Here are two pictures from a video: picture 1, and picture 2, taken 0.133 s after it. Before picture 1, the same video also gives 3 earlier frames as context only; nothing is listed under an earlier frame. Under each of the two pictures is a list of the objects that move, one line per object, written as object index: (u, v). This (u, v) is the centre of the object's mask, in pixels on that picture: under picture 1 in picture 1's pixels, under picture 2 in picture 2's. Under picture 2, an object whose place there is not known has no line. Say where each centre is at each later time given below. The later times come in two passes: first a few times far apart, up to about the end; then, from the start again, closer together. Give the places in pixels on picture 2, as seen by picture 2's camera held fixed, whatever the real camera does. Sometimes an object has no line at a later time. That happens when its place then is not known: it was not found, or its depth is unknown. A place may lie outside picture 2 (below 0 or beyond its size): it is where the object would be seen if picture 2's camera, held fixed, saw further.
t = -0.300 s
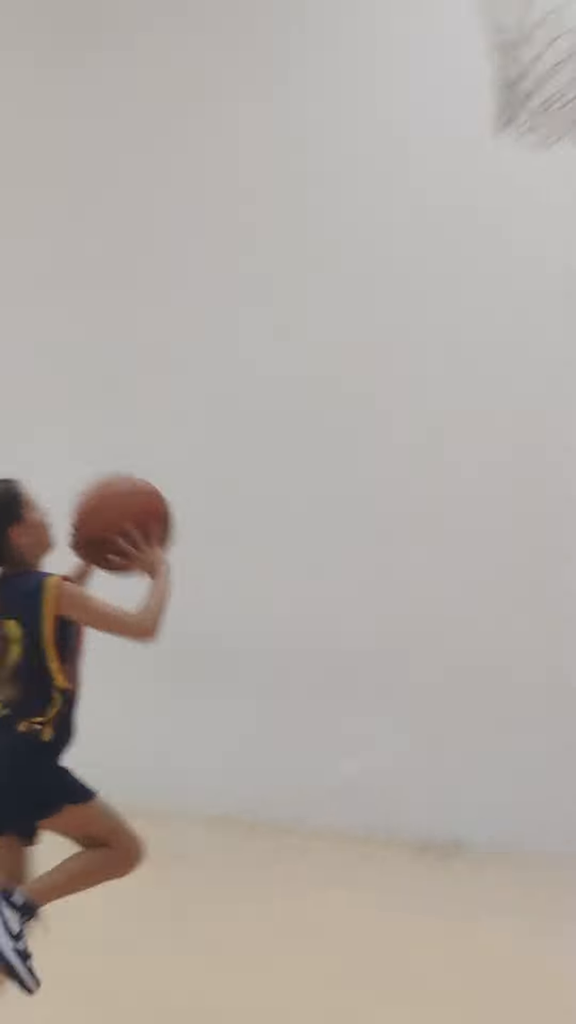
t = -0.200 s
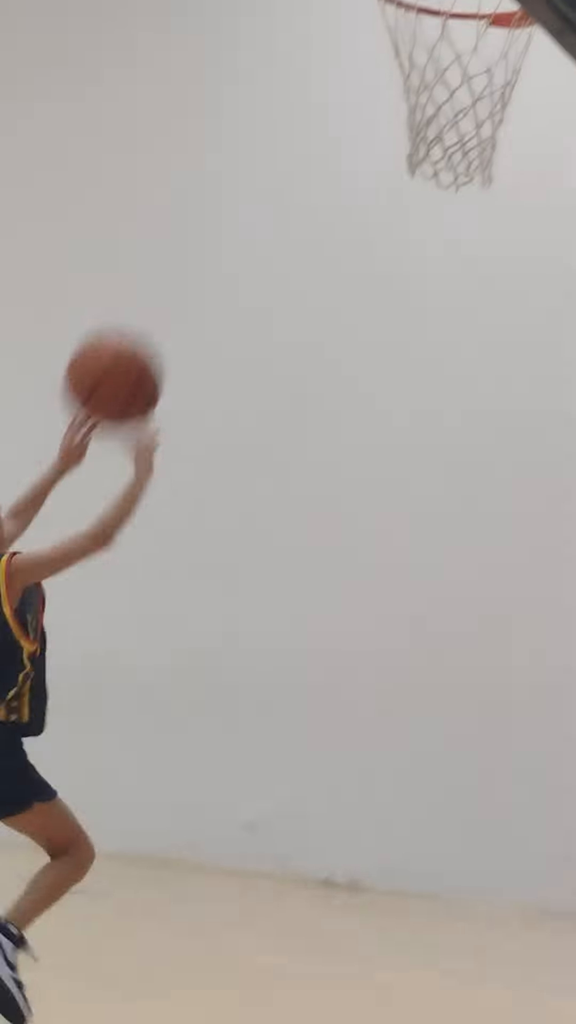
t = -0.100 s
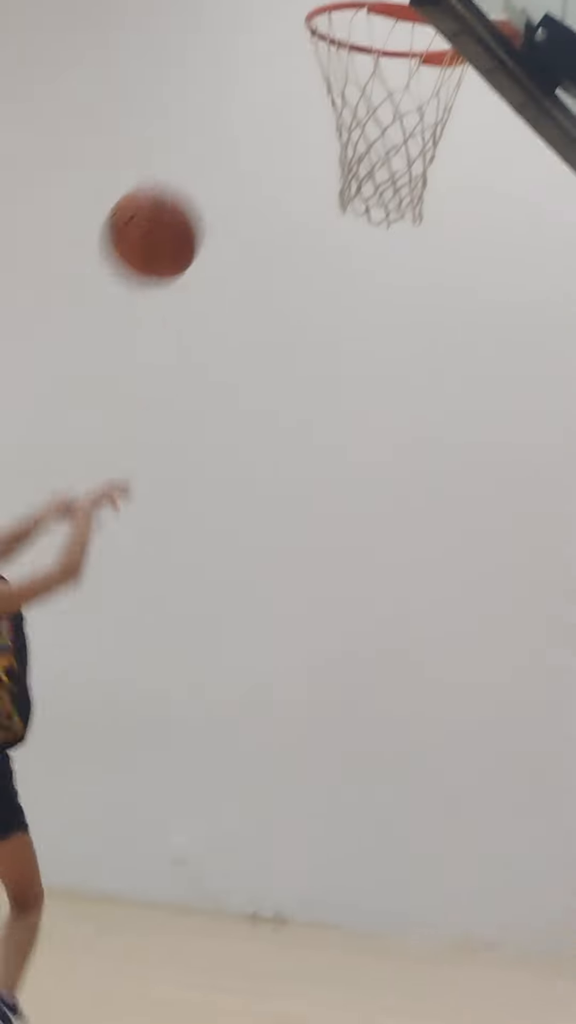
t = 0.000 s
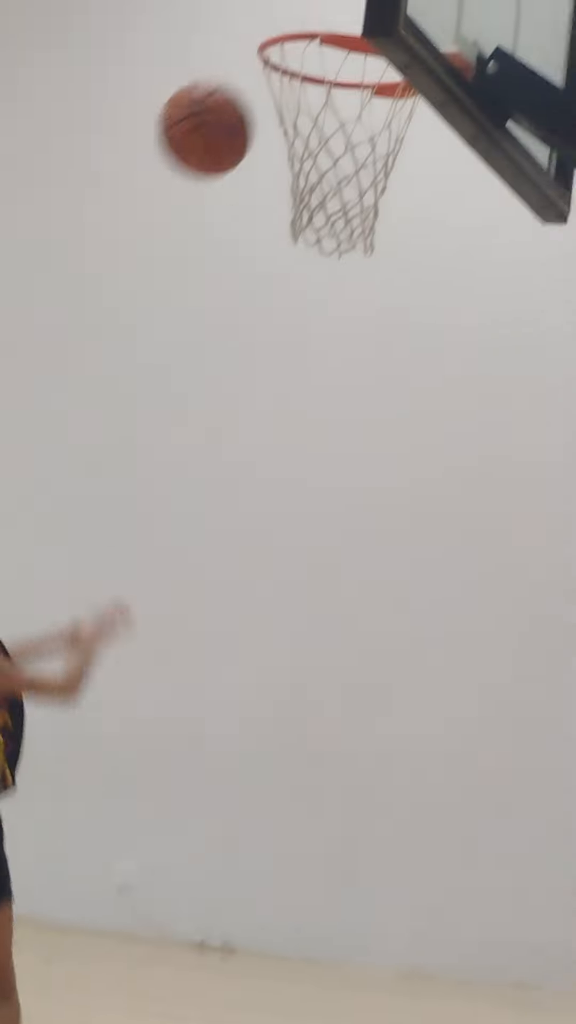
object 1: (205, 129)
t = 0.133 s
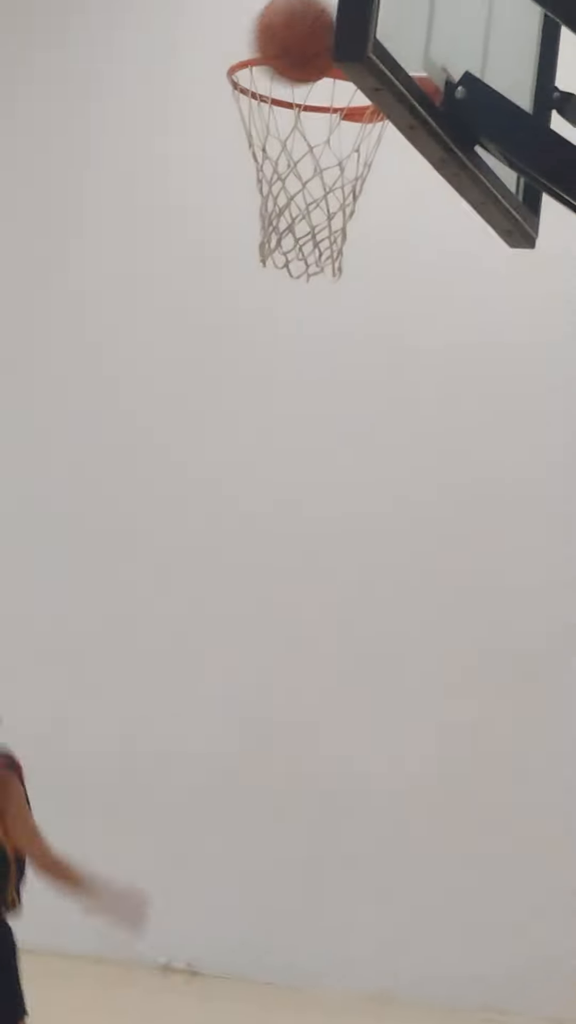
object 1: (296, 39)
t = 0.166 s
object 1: (311, 25)
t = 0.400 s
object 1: (311, 26)
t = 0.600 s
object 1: (279, 102)
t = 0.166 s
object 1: (311, 25)
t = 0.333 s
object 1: (323, 17)
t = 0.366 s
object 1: (315, 25)
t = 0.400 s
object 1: (311, 26)
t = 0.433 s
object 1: (307, 25)
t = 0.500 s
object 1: (299, 31)
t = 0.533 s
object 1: (295, 55)
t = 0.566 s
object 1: (286, 79)
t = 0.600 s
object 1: (279, 102)
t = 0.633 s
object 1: (271, 124)
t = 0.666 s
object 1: (264, 150)
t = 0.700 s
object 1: (259, 175)
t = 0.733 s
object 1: (257, 194)
